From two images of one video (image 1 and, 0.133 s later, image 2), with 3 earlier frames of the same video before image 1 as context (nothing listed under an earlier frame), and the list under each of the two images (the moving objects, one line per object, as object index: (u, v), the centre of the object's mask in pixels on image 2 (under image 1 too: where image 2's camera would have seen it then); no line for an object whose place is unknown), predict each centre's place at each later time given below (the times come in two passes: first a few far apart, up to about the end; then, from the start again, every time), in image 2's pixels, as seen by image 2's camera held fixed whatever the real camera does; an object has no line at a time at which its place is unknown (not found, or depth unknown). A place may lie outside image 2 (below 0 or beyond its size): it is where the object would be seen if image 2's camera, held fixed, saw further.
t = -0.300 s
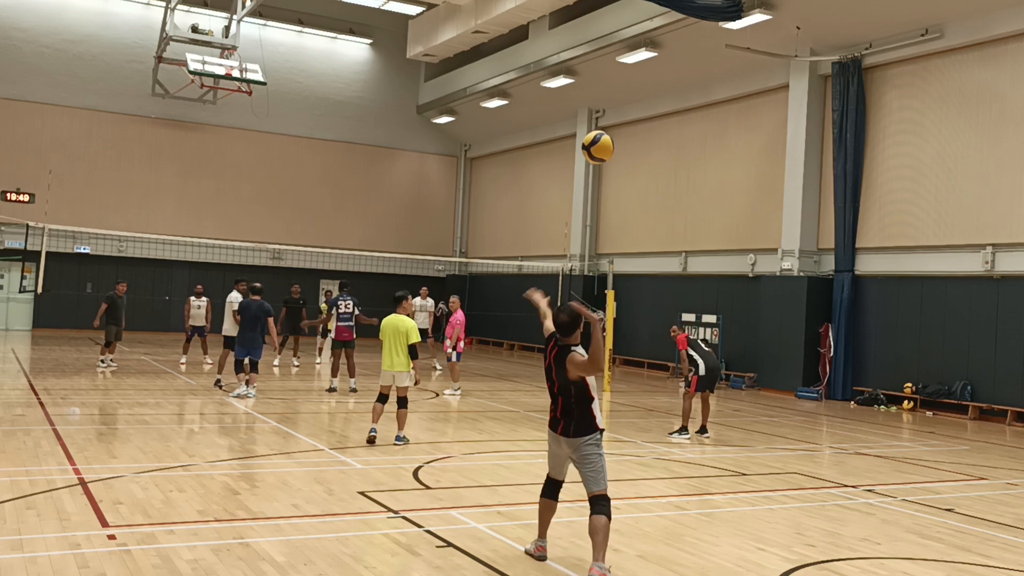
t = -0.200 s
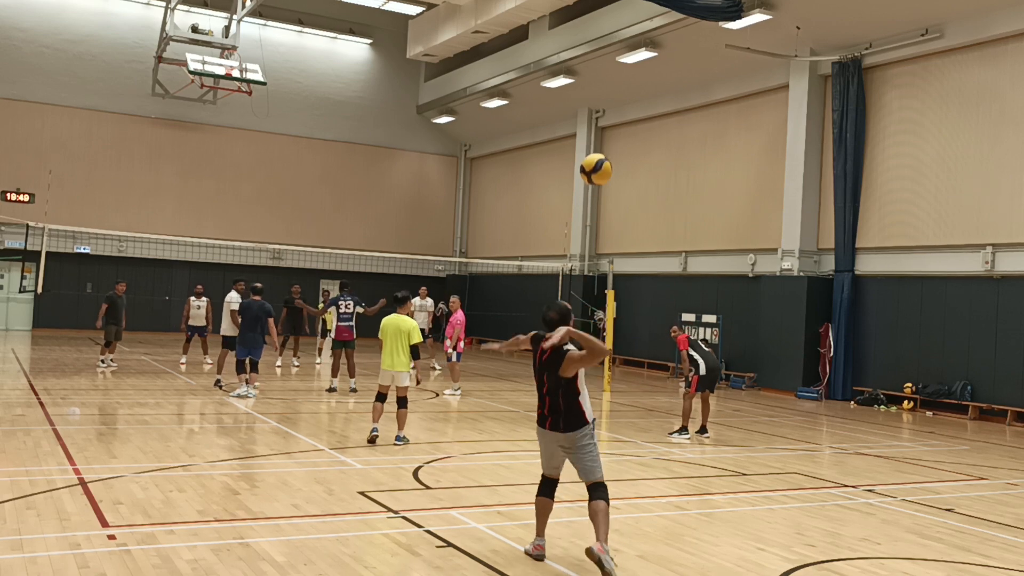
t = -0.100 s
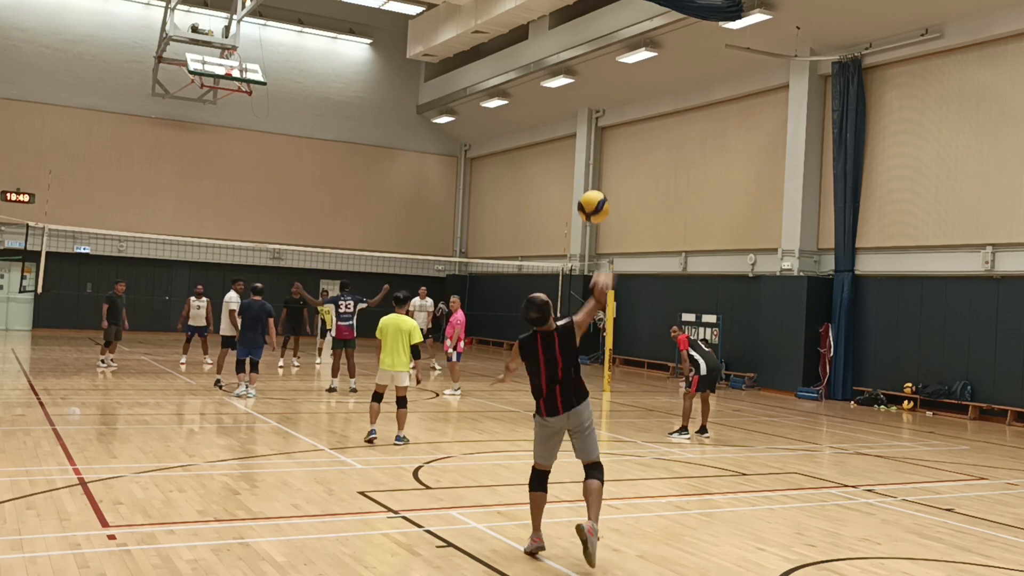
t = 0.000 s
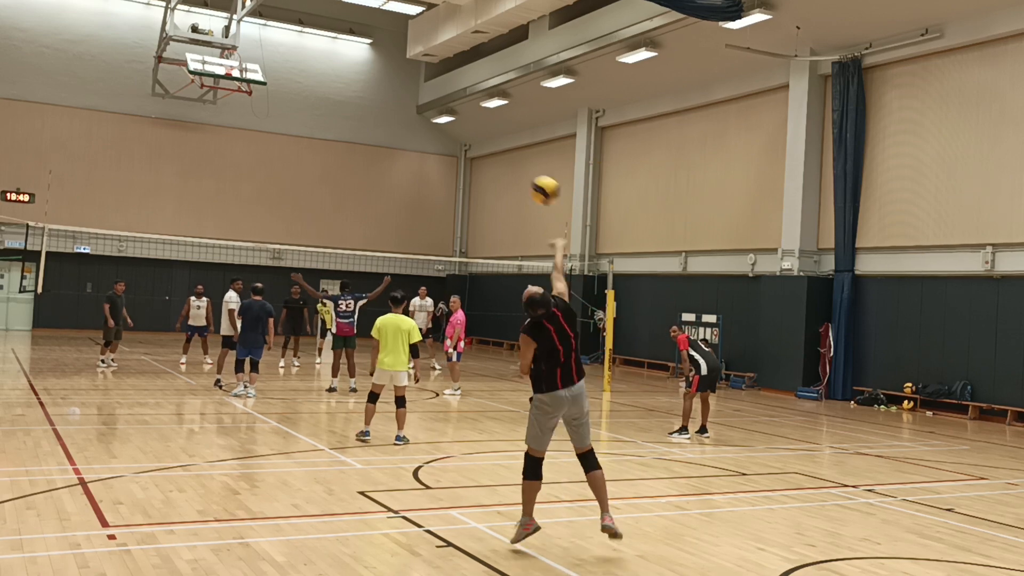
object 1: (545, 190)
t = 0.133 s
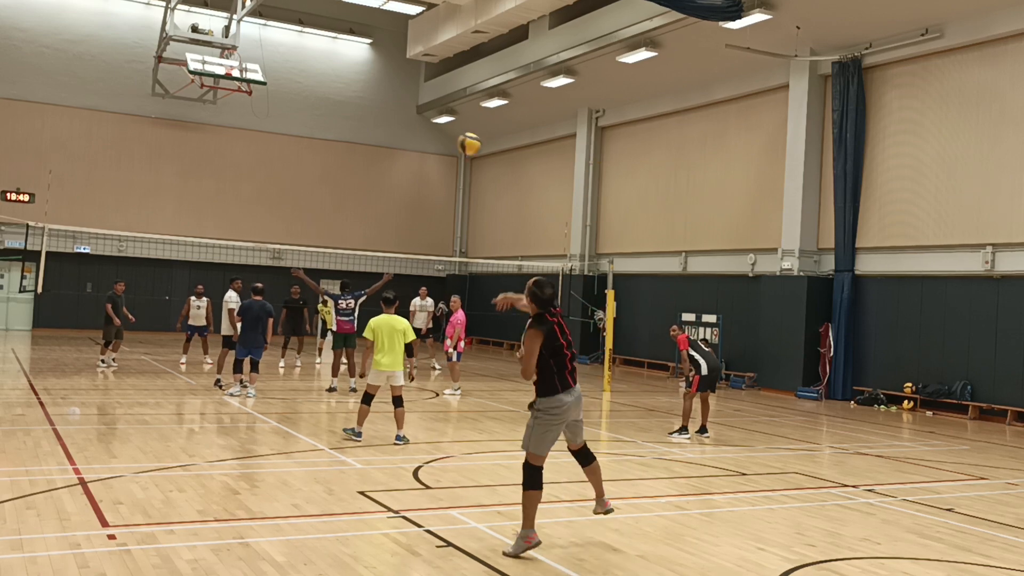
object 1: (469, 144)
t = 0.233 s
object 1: (429, 130)
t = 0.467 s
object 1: (366, 133)
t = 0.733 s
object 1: (326, 171)
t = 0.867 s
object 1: (310, 197)
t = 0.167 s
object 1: (455, 138)
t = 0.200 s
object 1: (441, 134)
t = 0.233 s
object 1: (429, 130)
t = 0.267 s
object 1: (417, 128)
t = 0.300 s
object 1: (406, 127)
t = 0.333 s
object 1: (396, 126)
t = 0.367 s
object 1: (388, 126)
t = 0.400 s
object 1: (380, 128)
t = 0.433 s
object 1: (372, 130)
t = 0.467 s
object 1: (366, 133)
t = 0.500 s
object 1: (360, 136)
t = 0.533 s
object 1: (354, 140)
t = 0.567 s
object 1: (349, 145)
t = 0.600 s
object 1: (344, 150)
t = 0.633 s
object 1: (339, 155)
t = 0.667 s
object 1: (335, 160)
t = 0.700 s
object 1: (330, 165)
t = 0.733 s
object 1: (326, 171)
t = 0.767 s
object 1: (322, 177)
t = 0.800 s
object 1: (318, 183)
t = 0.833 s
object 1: (314, 190)
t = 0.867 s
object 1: (310, 197)
